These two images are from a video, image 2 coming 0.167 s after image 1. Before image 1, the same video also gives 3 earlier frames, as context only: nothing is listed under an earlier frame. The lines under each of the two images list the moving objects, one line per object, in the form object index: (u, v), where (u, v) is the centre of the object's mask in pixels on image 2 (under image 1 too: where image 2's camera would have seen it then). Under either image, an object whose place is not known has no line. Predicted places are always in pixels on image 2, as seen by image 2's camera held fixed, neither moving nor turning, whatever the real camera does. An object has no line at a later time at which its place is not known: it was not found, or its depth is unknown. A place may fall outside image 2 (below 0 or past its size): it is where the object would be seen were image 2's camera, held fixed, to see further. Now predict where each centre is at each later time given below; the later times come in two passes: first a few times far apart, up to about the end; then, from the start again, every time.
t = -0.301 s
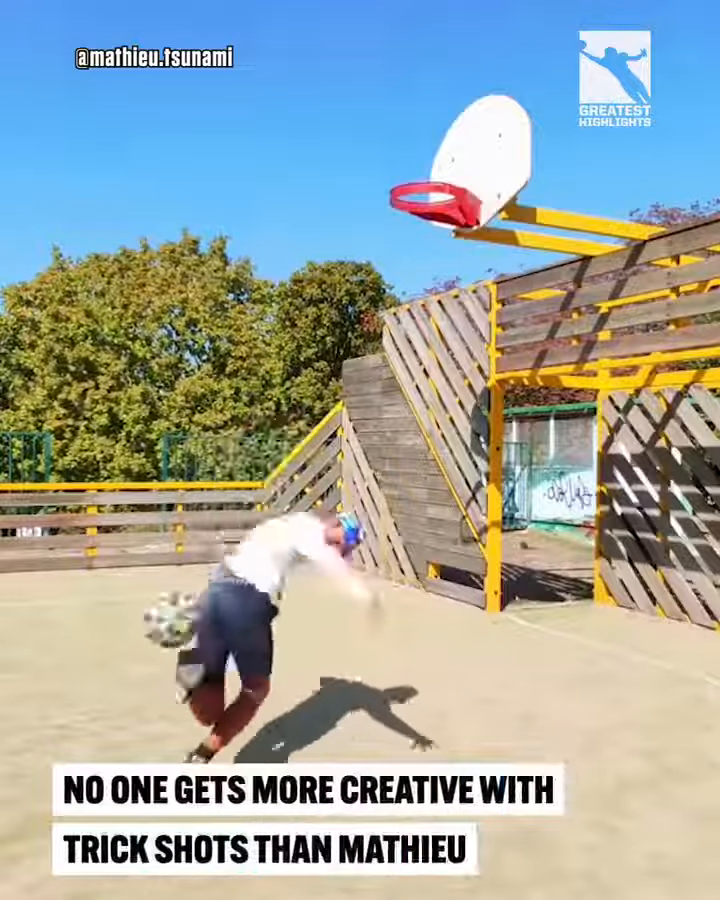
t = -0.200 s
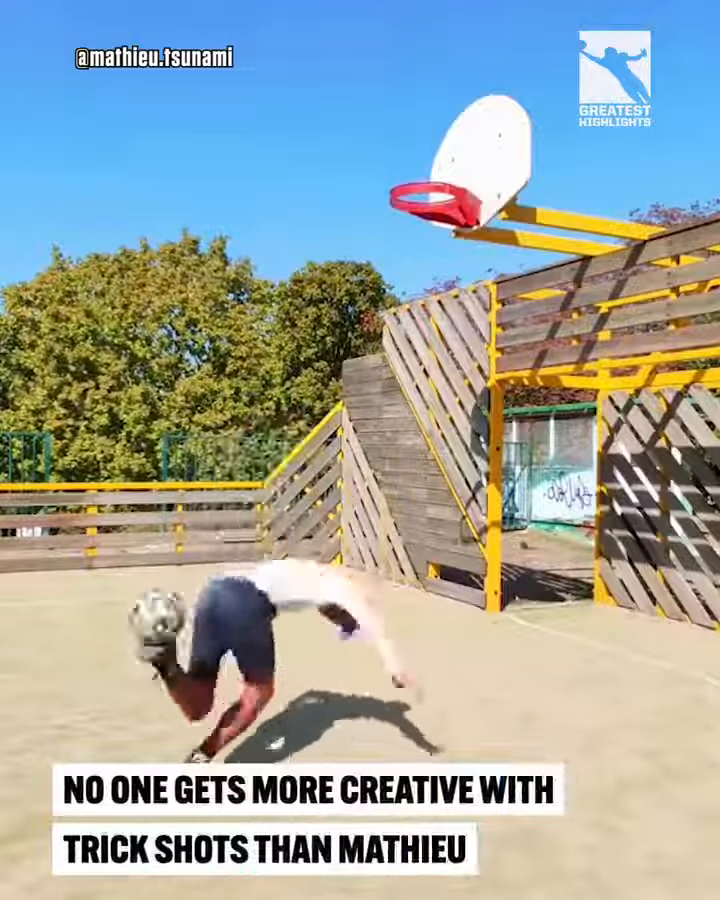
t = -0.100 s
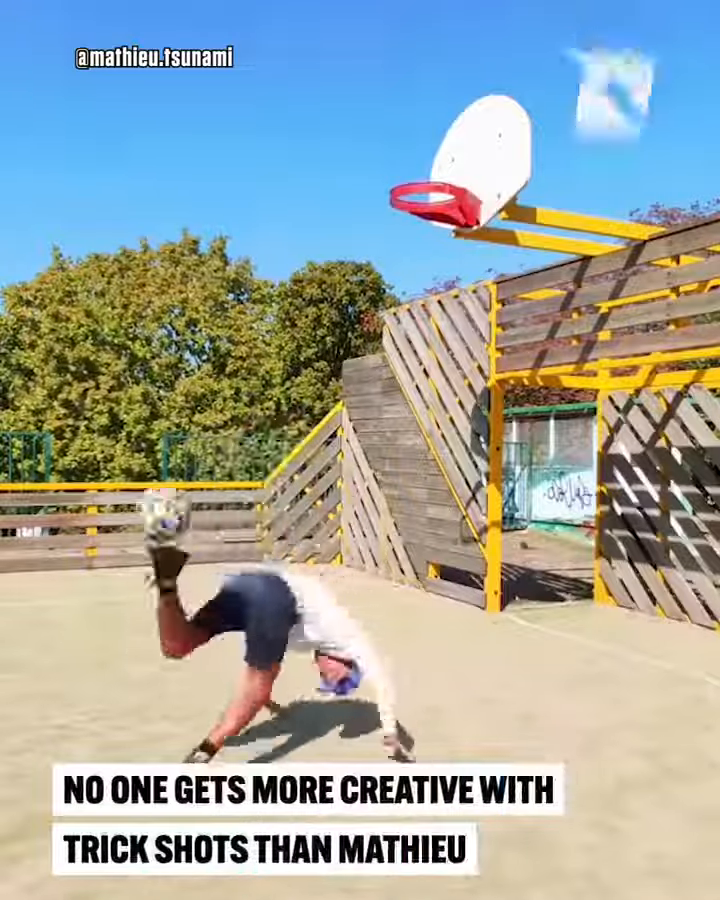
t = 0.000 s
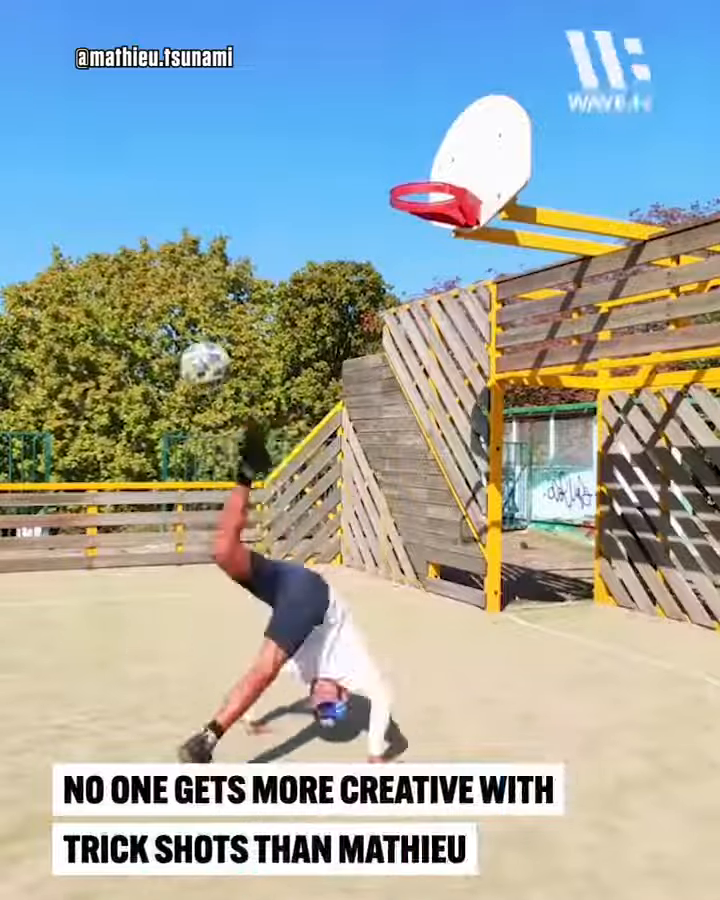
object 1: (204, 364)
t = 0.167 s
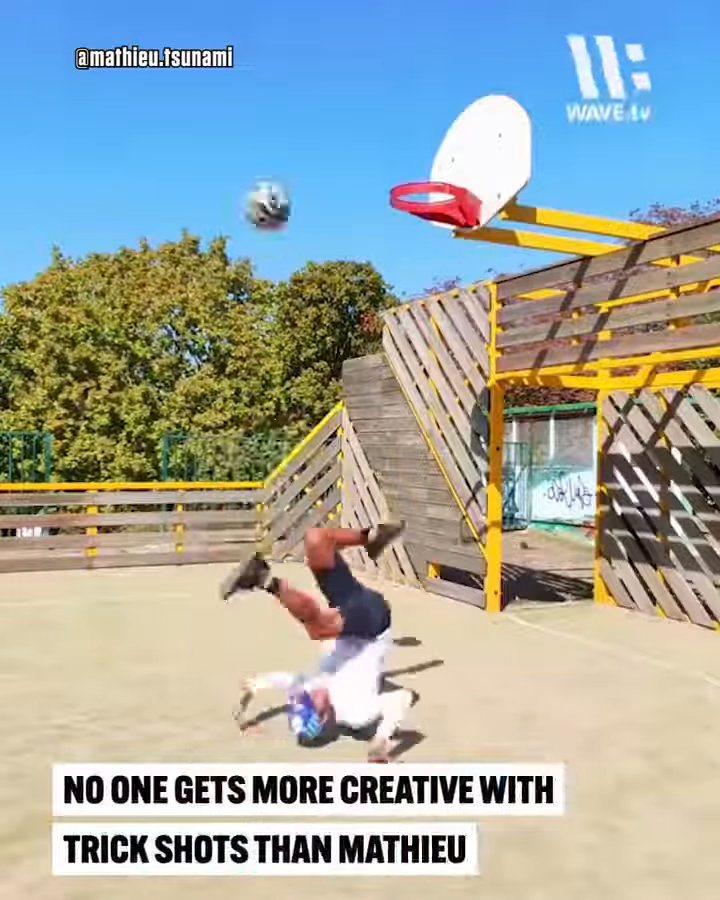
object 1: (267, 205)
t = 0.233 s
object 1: (288, 167)
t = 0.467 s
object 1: (351, 108)
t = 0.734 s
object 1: (405, 162)
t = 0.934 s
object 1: (413, 248)
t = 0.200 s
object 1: (278, 185)
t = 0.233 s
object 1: (288, 167)
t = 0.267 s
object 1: (298, 151)
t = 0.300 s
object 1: (307, 137)
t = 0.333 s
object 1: (316, 127)
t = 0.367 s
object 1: (324, 118)
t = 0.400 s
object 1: (334, 114)
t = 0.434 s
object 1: (342, 109)
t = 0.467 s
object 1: (351, 108)
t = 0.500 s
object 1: (358, 107)
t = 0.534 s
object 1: (365, 111)
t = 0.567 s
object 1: (373, 114)
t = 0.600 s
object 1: (380, 120)
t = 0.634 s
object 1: (386, 129)
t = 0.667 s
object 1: (392, 137)
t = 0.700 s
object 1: (400, 149)
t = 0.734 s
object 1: (405, 162)
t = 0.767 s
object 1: (414, 170)
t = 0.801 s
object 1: (421, 199)
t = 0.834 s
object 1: (416, 203)
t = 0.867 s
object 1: (414, 213)
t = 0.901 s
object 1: (414, 228)
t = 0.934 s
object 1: (413, 248)
